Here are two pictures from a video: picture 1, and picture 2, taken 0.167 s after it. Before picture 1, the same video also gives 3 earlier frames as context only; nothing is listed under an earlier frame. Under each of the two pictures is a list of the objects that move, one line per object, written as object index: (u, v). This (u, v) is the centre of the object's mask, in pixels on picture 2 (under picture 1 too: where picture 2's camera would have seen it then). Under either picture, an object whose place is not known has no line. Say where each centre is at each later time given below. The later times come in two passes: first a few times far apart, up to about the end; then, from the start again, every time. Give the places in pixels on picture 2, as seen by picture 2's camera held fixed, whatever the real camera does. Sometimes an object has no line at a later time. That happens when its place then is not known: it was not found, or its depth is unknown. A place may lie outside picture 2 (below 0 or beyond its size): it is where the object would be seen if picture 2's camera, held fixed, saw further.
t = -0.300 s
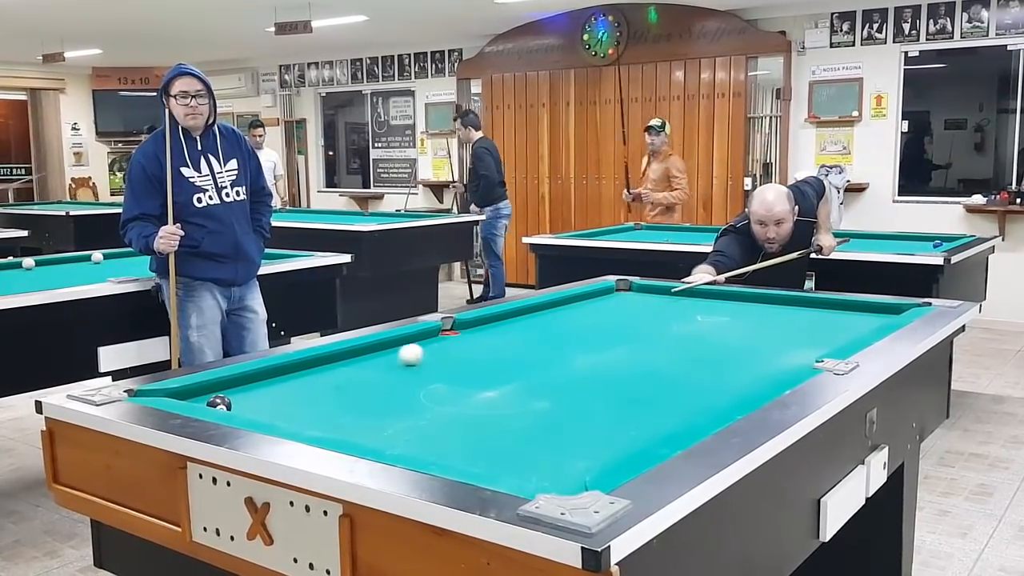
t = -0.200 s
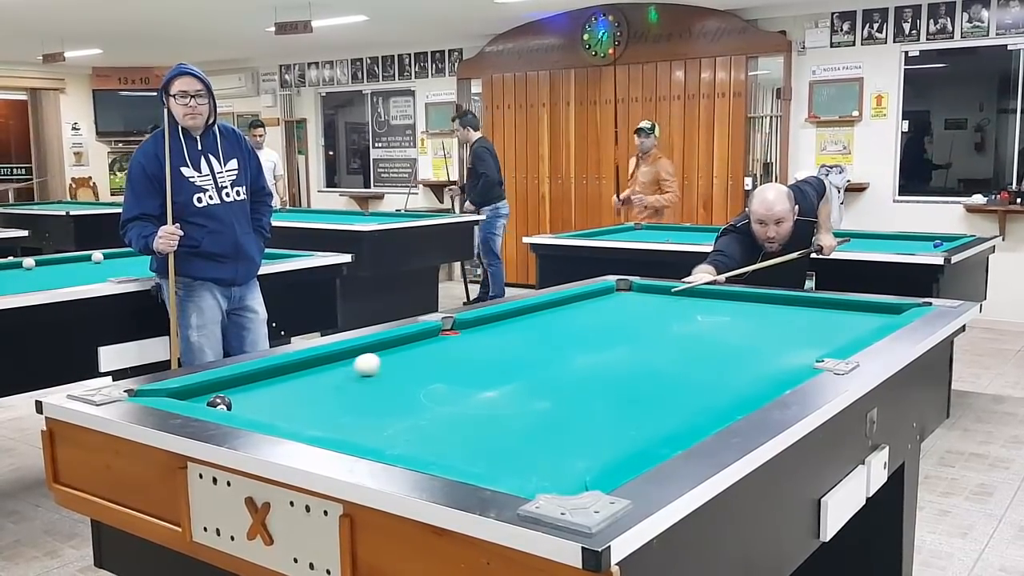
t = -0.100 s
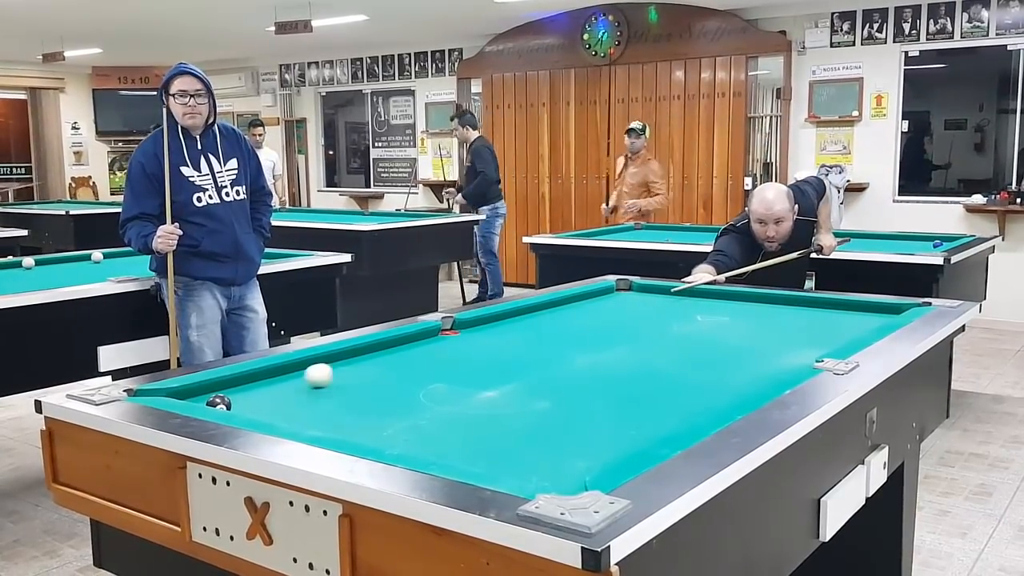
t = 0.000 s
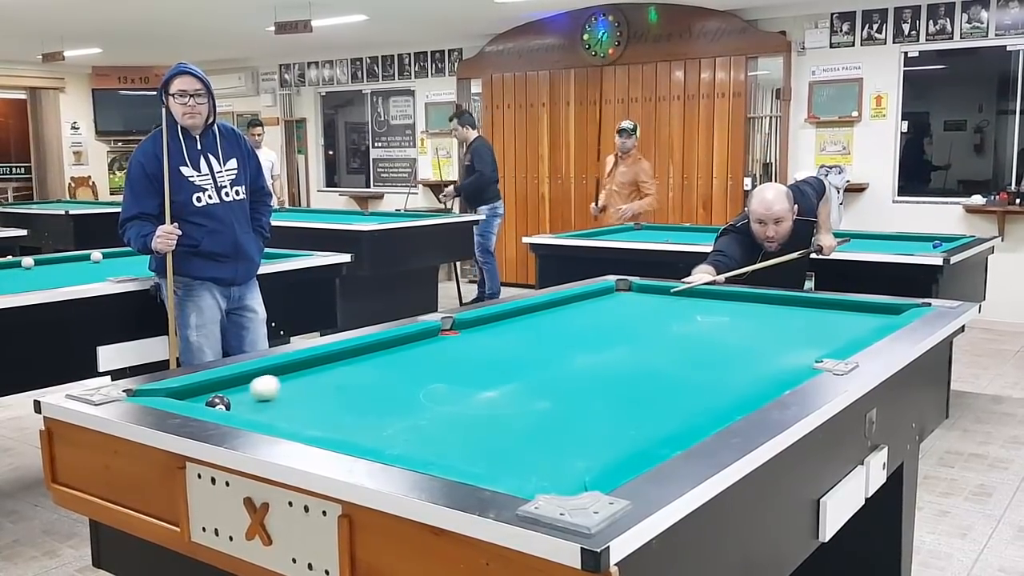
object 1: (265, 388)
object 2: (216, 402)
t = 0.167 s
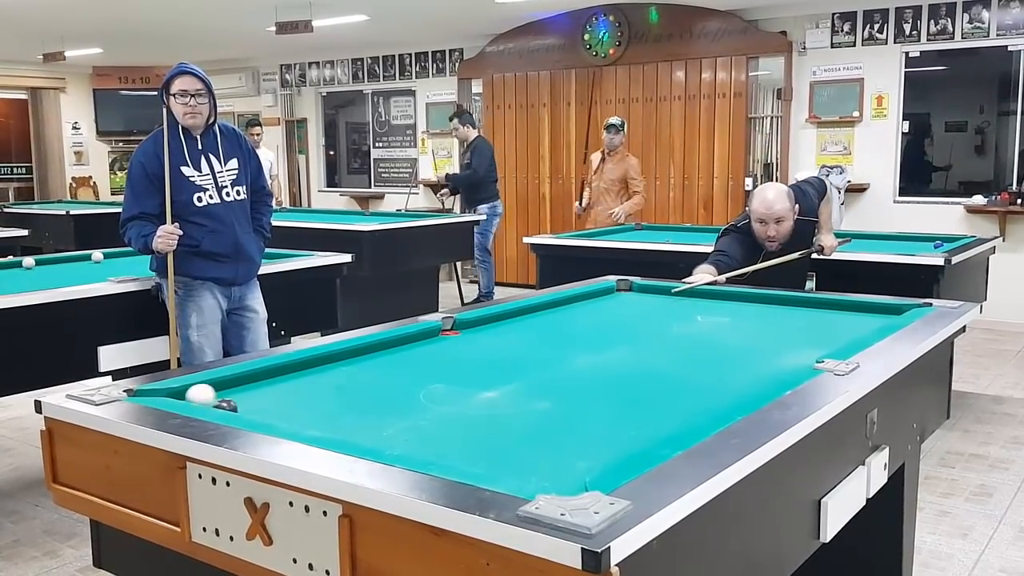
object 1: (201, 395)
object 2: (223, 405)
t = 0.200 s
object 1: (210, 393)
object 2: (229, 405)
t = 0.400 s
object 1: (253, 375)
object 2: (263, 408)
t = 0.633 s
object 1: (316, 365)
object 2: (296, 410)
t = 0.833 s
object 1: (364, 358)
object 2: (323, 409)
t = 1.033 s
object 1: (407, 351)
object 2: (346, 409)
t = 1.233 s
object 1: (445, 344)
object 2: (367, 409)
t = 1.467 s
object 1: (486, 338)
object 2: (388, 409)
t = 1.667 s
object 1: (517, 333)
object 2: (404, 408)
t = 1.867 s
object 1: (546, 329)
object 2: (417, 408)
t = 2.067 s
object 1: (572, 325)
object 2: (427, 408)
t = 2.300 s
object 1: (599, 320)
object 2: (435, 408)
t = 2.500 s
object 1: (621, 317)
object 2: (440, 407)
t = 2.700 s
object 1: (641, 314)
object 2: (442, 408)
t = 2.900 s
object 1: (660, 311)
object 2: (442, 408)
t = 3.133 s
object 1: (679, 309)
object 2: (442, 407)
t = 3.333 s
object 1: (695, 307)
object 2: (442, 407)
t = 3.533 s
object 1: (709, 304)
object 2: (442, 408)
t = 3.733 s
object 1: (723, 303)
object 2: (442, 408)
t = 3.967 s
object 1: (737, 301)
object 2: (442, 408)
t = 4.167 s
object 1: (749, 299)
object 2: (442, 408)
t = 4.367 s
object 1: (759, 298)
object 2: (442, 408)
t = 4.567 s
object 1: (767, 297)
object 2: (442, 408)
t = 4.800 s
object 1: (767, 299)
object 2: (442, 408)
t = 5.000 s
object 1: (768, 300)
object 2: (442, 408)
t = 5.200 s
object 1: (769, 301)
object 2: (442, 408)
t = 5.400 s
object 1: (771, 301)
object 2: (442, 408)
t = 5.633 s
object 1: (771, 302)
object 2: (442, 408)
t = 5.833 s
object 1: (771, 302)
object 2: (442, 408)
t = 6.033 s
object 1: (771, 302)
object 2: (442, 408)
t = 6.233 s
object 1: (771, 302)
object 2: (442, 408)
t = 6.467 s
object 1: (771, 302)
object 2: (442, 408)
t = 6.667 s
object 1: (771, 302)
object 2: (442, 408)
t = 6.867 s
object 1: (771, 302)
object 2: (442, 408)
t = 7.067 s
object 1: (771, 302)
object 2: (442, 408)
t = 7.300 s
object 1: (771, 302)
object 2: (442, 408)
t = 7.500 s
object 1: (771, 302)
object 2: (442, 408)
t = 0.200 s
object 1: (210, 393)
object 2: (229, 405)
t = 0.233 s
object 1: (217, 391)
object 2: (236, 406)
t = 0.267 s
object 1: (225, 388)
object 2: (241, 406)
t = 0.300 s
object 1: (232, 384)
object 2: (247, 407)
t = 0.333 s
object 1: (239, 381)
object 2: (252, 407)
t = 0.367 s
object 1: (246, 378)
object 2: (257, 408)
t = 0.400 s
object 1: (253, 375)
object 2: (263, 408)
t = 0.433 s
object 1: (263, 374)
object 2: (268, 408)
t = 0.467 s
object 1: (272, 372)
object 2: (272, 409)
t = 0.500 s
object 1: (281, 371)
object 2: (278, 409)
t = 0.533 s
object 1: (290, 370)
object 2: (282, 409)
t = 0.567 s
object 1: (299, 368)
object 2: (287, 409)
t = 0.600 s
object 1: (308, 367)
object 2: (291, 410)
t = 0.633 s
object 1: (316, 365)
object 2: (296, 410)
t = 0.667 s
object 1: (325, 364)
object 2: (301, 409)
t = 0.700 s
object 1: (333, 363)
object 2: (306, 409)
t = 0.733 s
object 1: (341, 361)
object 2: (310, 409)
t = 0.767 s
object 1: (349, 360)
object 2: (314, 409)
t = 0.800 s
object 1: (357, 359)
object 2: (318, 409)
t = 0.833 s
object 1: (364, 358)
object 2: (323, 409)
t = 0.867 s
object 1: (372, 356)
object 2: (327, 409)
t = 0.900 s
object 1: (379, 355)
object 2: (331, 409)
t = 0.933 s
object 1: (386, 354)
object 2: (335, 409)
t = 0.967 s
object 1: (393, 353)
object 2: (339, 409)
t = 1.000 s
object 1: (400, 352)
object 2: (343, 409)
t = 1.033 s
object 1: (407, 351)
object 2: (346, 409)
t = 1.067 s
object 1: (414, 350)
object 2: (350, 409)
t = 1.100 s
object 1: (420, 349)
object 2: (354, 409)
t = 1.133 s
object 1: (427, 348)
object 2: (357, 409)
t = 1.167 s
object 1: (433, 346)
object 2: (361, 409)
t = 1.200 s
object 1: (439, 346)
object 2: (364, 408)
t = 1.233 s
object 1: (445, 344)
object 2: (367, 409)
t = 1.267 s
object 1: (452, 343)
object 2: (371, 409)
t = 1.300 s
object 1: (457, 343)
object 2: (374, 409)
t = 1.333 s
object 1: (463, 342)
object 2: (377, 408)
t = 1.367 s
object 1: (469, 341)
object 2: (380, 409)
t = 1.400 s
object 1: (475, 340)
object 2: (383, 409)
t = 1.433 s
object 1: (480, 339)
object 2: (386, 409)
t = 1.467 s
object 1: (486, 338)
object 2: (388, 409)
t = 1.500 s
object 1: (491, 337)
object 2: (391, 409)
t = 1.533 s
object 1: (496, 336)
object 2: (394, 409)
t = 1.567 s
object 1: (502, 336)
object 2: (396, 408)
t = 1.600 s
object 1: (507, 335)
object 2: (399, 408)
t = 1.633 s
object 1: (512, 334)
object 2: (401, 408)
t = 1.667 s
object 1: (517, 333)
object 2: (404, 408)
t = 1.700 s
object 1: (522, 332)
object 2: (406, 408)
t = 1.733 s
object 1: (527, 332)
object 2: (408, 408)
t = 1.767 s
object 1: (532, 331)
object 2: (411, 408)
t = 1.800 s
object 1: (536, 330)
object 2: (413, 408)
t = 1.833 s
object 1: (541, 330)
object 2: (415, 408)
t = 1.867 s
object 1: (546, 329)
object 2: (417, 408)
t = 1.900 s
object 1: (550, 328)
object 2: (419, 408)
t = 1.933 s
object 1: (555, 327)
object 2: (421, 408)
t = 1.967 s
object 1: (559, 326)
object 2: (422, 408)
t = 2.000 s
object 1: (563, 326)
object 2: (424, 408)
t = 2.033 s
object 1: (568, 325)
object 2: (426, 408)
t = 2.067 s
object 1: (572, 325)
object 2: (427, 408)
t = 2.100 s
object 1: (576, 324)
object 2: (429, 408)
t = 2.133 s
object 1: (580, 323)
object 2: (430, 408)
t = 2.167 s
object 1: (584, 322)
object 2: (431, 408)
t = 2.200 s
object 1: (588, 322)
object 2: (432, 408)
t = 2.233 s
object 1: (592, 322)
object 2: (433, 408)
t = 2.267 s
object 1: (596, 321)
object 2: (434, 407)
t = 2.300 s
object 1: (599, 320)
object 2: (435, 408)
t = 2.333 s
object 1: (603, 320)
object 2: (436, 407)
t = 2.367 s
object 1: (607, 319)
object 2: (437, 407)
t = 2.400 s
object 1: (610, 319)
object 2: (438, 407)
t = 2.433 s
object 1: (614, 318)
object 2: (438, 407)
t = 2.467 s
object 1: (618, 318)
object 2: (439, 407)
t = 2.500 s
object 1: (621, 317)
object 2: (440, 407)
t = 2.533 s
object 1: (625, 316)
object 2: (440, 407)
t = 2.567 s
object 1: (628, 316)
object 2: (441, 407)
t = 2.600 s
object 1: (632, 315)
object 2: (441, 407)
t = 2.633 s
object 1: (635, 315)
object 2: (442, 407)
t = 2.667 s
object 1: (638, 314)
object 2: (442, 407)
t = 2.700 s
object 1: (641, 314)
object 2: (442, 408)
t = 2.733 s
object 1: (645, 313)
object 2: (442, 408)
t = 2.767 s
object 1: (648, 313)
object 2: (442, 408)
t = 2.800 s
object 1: (651, 313)
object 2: (442, 408)
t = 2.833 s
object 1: (654, 312)
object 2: (442, 407)
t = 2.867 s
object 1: (657, 312)
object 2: (442, 408)
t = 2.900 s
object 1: (660, 311)
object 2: (442, 408)
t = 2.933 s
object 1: (663, 311)
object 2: (442, 408)
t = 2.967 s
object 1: (666, 311)
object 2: (442, 408)
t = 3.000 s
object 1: (668, 310)
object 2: (442, 408)
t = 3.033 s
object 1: (671, 310)
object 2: (442, 408)
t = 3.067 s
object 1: (674, 309)
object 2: (442, 407)
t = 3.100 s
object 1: (677, 309)
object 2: (442, 407)
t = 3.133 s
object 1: (679, 309)
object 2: (442, 407)
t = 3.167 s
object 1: (682, 308)
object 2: (442, 408)
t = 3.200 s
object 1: (685, 308)
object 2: (442, 408)
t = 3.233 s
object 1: (687, 307)
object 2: (442, 407)
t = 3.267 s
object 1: (690, 307)
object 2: (442, 407)
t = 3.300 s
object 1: (693, 307)
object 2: (442, 408)
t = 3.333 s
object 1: (695, 307)
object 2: (442, 407)
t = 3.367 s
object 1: (697, 306)
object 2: (442, 408)
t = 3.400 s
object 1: (700, 306)
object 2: (442, 407)
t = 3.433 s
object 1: (702, 306)
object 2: (442, 408)
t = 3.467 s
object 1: (705, 305)
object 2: (442, 408)
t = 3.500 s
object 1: (707, 305)
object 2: (442, 408)
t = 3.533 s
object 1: (709, 304)
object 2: (442, 408)
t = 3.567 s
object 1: (712, 304)
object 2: (442, 408)
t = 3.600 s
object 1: (714, 304)
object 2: (442, 408)
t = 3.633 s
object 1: (716, 304)
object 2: (442, 408)
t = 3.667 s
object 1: (718, 303)
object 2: (442, 408)
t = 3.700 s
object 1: (721, 303)
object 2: (442, 408)
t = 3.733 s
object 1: (723, 303)
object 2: (442, 408)
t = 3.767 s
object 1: (725, 303)
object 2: (442, 408)
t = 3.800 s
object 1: (727, 302)
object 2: (442, 408)
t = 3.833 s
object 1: (729, 302)
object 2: (442, 408)
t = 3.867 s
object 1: (731, 302)
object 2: (442, 408)
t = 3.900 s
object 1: (733, 302)
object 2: (442, 408)
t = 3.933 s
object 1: (735, 301)
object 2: (442, 408)
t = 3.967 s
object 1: (737, 301)
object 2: (442, 408)
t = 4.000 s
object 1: (739, 301)
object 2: (442, 408)
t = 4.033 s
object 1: (741, 300)
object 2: (442, 408)
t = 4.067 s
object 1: (743, 300)
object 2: (442, 408)
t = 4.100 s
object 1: (745, 300)
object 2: (442, 408)
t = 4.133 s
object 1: (747, 300)
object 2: (442, 408)
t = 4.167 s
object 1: (749, 299)
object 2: (442, 408)
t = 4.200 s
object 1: (750, 299)
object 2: (442, 408)
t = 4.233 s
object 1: (752, 299)
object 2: (442, 408)
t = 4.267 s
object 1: (754, 299)
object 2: (442, 408)
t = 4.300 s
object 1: (756, 299)
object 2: (442, 408)
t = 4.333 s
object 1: (757, 298)
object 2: (442, 408)
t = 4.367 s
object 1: (759, 298)
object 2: (442, 408)
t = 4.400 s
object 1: (760, 298)
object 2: (442, 408)
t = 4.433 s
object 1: (762, 298)
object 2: (442, 408)
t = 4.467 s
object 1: (764, 297)
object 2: (442, 408)
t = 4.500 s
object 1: (765, 297)
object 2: (442, 408)
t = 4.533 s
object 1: (767, 297)
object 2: (442, 408)
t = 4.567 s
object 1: (767, 297)
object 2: (442, 408)
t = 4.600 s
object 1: (767, 297)
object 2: (442, 408)
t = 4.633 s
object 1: (767, 298)
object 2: (442, 408)
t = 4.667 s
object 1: (767, 298)
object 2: (442, 408)
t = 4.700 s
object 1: (767, 298)
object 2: (442, 408)
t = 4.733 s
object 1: (767, 298)
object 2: (442, 408)
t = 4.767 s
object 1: (767, 298)
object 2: (442, 408)
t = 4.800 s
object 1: (767, 299)
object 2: (442, 408)
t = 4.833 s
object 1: (767, 299)
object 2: (442, 408)
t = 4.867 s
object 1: (767, 299)
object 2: (442, 408)
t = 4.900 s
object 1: (768, 299)
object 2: (442, 408)
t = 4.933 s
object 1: (768, 299)
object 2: (442, 408)
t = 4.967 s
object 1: (768, 299)
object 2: (442, 408)
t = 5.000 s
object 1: (768, 300)
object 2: (442, 408)
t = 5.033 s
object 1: (768, 300)
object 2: (442, 408)
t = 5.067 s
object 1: (768, 300)
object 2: (442, 408)
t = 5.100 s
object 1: (768, 300)
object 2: (442, 408)
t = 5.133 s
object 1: (769, 300)
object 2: (442, 408)
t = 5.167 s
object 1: (769, 300)
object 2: (442, 408)
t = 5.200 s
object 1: (769, 301)
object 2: (442, 408)
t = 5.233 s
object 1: (769, 301)
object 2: (442, 408)
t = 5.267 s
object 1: (770, 301)
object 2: (442, 408)
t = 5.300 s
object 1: (770, 301)
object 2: (442, 408)
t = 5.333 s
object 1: (770, 301)
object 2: (442, 408)
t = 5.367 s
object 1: (770, 301)
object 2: (442, 408)
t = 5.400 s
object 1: (771, 301)
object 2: (442, 408)
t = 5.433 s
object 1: (771, 301)
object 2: (442, 408)
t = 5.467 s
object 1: (771, 301)
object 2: (442, 408)
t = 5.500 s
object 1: (771, 302)
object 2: (442, 408)
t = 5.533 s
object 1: (771, 302)
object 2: (442, 408)
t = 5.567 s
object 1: (771, 302)
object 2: (442, 408)
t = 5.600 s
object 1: (771, 302)
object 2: (442, 408)
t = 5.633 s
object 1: (771, 302)
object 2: (442, 408)
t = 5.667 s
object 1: (771, 302)
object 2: (442, 408)
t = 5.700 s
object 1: (771, 302)
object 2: (442, 408)
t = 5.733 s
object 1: (771, 302)
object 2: (442, 408)
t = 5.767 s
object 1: (771, 302)
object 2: (442, 408)
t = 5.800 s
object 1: (771, 302)
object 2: (442, 408)
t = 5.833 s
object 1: (771, 302)
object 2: (442, 408)
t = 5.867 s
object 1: (771, 302)
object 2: (442, 408)
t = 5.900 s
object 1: (771, 302)
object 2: (442, 408)
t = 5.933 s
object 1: (771, 302)
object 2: (442, 408)
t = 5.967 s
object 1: (771, 302)
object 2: (442, 408)
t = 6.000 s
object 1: (771, 302)
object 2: (442, 408)
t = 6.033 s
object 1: (771, 302)
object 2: (442, 408)
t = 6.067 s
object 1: (771, 302)
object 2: (442, 408)
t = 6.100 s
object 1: (771, 302)
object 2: (442, 408)
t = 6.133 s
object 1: (771, 302)
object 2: (442, 408)
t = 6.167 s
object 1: (771, 302)
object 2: (442, 408)
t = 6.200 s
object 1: (771, 302)
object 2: (442, 407)
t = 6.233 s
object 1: (771, 302)
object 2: (442, 408)
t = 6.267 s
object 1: (771, 302)
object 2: (442, 408)
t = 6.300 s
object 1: (771, 302)
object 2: (442, 408)
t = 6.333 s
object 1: (771, 302)
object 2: (442, 408)
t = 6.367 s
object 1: (771, 302)
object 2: (442, 408)
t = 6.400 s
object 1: (771, 302)
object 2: (442, 408)
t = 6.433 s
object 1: (771, 302)
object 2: (442, 408)
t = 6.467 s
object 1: (771, 302)
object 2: (442, 408)
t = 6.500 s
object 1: (771, 302)
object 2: (442, 408)
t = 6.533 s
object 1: (771, 302)
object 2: (442, 408)
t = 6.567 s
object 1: (771, 302)
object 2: (442, 408)
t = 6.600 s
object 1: (771, 302)
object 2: (442, 408)
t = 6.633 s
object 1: (771, 302)
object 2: (442, 408)
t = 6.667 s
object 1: (771, 302)
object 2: (442, 408)
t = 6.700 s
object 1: (771, 302)
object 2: (442, 408)
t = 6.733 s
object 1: (771, 302)
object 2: (442, 408)
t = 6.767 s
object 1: (771, 302)
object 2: (442, 408)
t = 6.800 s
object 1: (771, 302)
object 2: (442, 408)
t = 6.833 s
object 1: (771, 302)
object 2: (442, 408)
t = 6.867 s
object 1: (771, 302)
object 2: (442, 408)
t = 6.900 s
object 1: (771, 302)
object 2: (442, 408)
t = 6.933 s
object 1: (771, 302)
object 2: (442, 408)
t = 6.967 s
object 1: (771, 302)
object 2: (442, 408)
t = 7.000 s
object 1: (771, 302)
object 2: (442, 407)
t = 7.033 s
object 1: (771, 302)
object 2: (442, 408)
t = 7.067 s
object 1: (771, 302)
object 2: (442, 408)
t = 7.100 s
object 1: (771, 302)
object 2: (442, 408)
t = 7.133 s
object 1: (771, 302)
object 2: (442, 408)
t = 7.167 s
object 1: (771, 302)
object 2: (442, 408)
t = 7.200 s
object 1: (771, 302)
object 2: (442, 407)
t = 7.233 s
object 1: (771, 302)
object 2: (442, 408)
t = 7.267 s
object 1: (771, 302)
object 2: (442, 408)
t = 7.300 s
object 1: (771, 302)
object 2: (442, 408)
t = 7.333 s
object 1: (771, 302)
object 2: (442, 408)
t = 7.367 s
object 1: (771, 302)
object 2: (442, 408)
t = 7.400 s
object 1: (771, 302)
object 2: (442, 408)
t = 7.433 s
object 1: (771, 302)
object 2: (442, 408)
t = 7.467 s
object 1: (771, 302)
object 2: (442, 408)
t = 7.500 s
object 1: (771, 302)
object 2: (442, 408)
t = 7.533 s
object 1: (771, 302)
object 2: (442, 408)
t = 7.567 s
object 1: (771, 302)
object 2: (442, 408)
